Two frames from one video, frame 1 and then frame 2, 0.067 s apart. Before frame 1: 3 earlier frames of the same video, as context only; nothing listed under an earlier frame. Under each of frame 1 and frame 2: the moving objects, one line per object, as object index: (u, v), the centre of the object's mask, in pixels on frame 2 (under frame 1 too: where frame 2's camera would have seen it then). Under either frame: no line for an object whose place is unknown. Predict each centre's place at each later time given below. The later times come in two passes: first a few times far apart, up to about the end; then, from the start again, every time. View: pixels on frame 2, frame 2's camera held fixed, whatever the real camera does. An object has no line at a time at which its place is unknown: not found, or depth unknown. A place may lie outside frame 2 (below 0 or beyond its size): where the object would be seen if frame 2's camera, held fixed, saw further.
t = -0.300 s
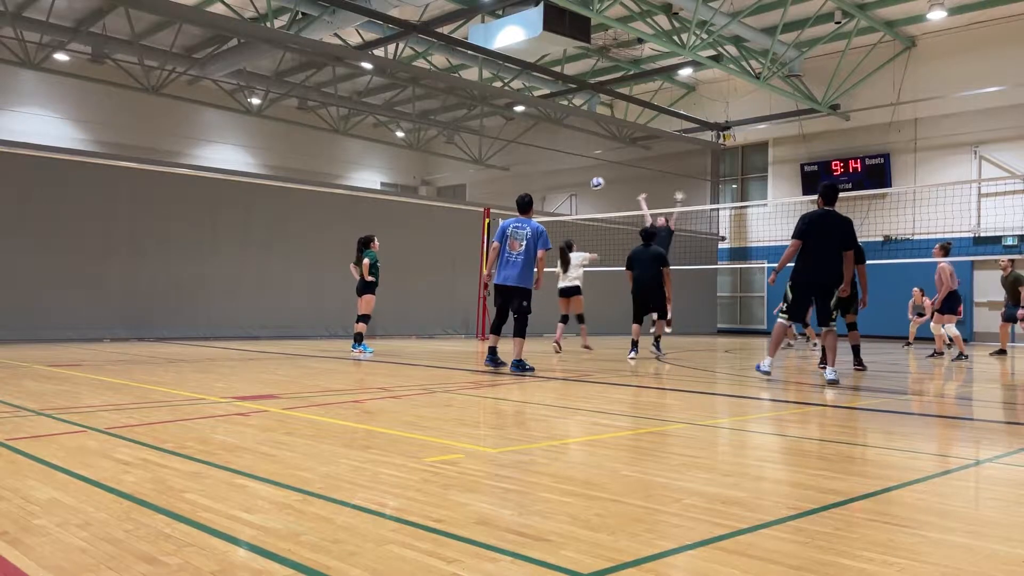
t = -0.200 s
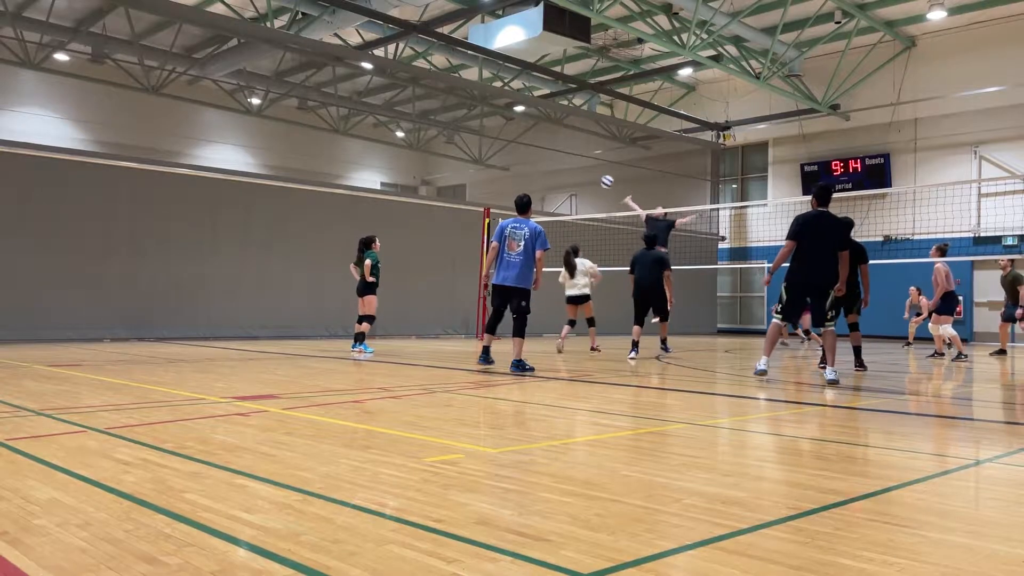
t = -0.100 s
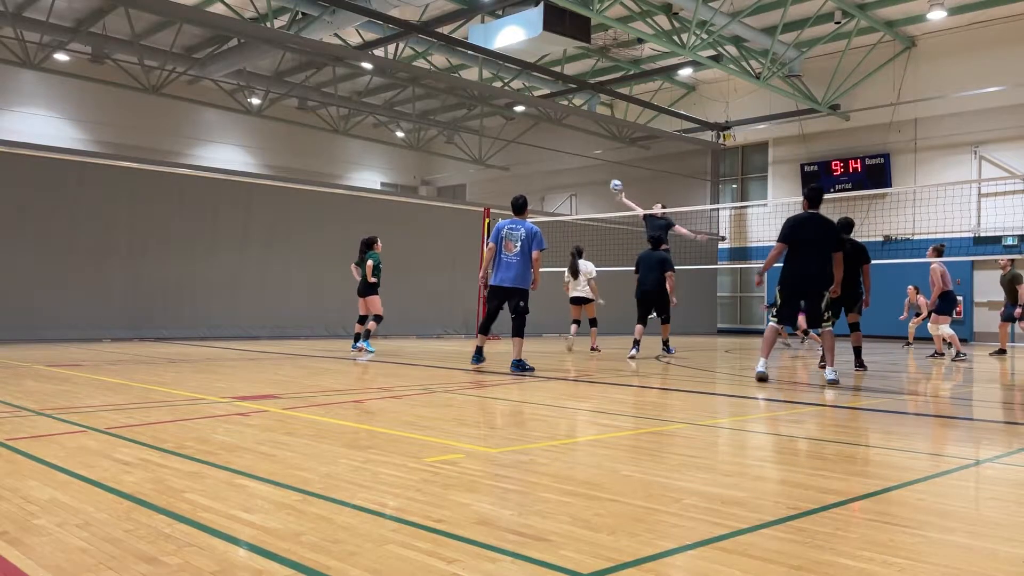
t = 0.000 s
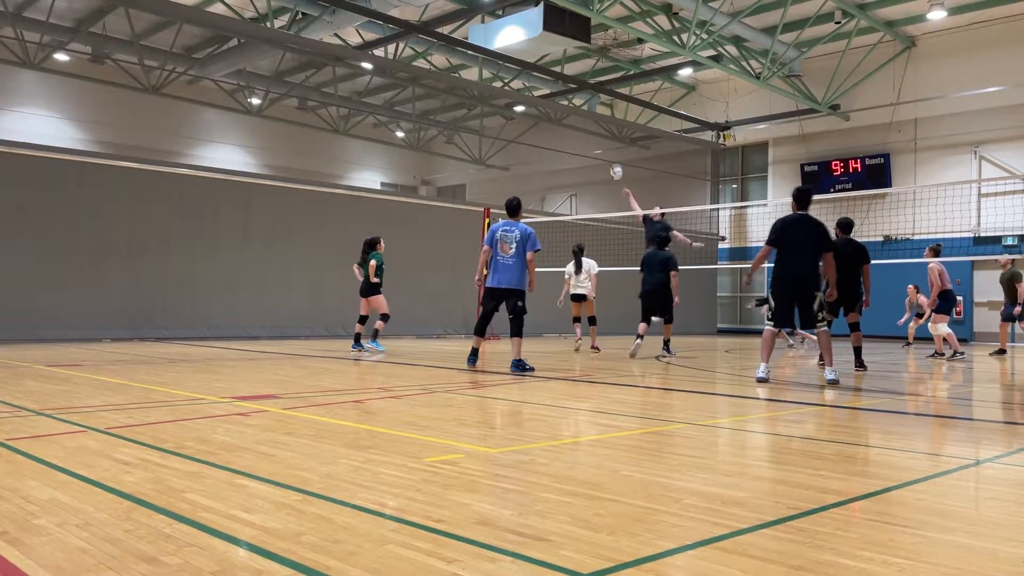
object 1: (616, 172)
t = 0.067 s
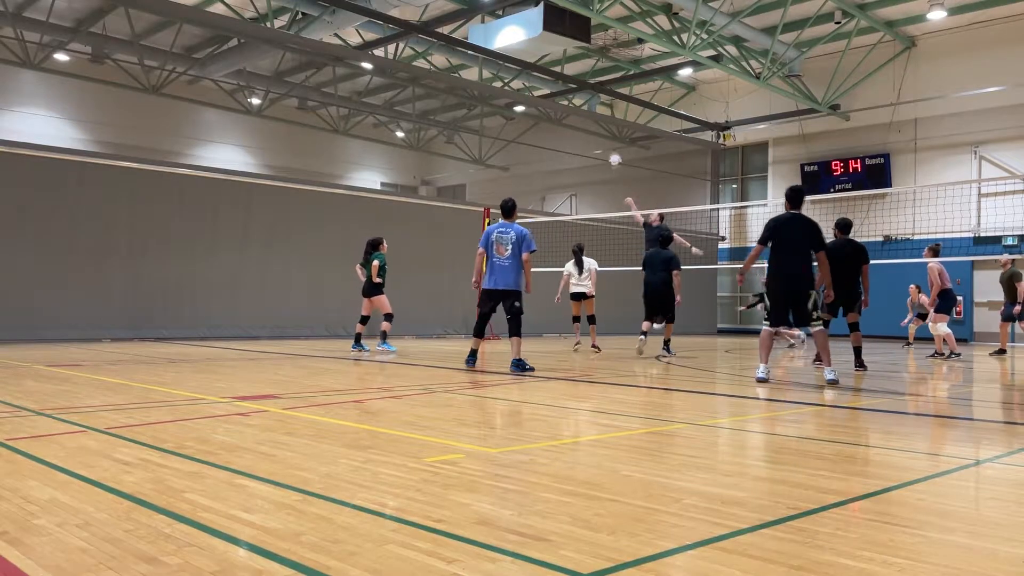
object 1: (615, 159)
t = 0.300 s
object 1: (609, 139)
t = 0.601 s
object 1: (598, 158)
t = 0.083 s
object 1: (614, 158)
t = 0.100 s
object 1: (614, 155)
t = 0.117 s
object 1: (613, 153)
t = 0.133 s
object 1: (613, 151)
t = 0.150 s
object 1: (613, 149)
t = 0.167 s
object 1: (612, 147)
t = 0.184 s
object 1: (612, 145)
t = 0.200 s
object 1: (612, 144)
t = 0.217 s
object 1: (611, 142)
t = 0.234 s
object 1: (610, 141)
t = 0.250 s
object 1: (610, 140)
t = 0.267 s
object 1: (610, 140)
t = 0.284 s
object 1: (609, 139)
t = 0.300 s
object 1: (609, 139)
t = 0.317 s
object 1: (608, 138)
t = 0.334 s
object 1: (608, 138)
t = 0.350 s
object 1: (607, 138)
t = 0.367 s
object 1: (606, 138)
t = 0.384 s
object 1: (606, 138)
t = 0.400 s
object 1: (605, 139)
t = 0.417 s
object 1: (605, 139)
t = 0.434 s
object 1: (604, 140)
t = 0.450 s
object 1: (604, 141)
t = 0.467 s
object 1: (603, 142)
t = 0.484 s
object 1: (603, 144)
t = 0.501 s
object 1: (602, 145)
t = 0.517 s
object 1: (602, 147)
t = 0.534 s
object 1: (601, 148)
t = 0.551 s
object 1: (600, 150)
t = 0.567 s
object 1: (600, 152)
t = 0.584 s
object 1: (599, 155)
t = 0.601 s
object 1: (598, 158)
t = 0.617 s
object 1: (598, 160)
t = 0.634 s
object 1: (598, 163)
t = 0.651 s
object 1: (597, 167)
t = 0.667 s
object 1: (597, 171)
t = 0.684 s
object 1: (596, 175)
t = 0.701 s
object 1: (595, 178)
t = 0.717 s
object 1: (594, 182)
